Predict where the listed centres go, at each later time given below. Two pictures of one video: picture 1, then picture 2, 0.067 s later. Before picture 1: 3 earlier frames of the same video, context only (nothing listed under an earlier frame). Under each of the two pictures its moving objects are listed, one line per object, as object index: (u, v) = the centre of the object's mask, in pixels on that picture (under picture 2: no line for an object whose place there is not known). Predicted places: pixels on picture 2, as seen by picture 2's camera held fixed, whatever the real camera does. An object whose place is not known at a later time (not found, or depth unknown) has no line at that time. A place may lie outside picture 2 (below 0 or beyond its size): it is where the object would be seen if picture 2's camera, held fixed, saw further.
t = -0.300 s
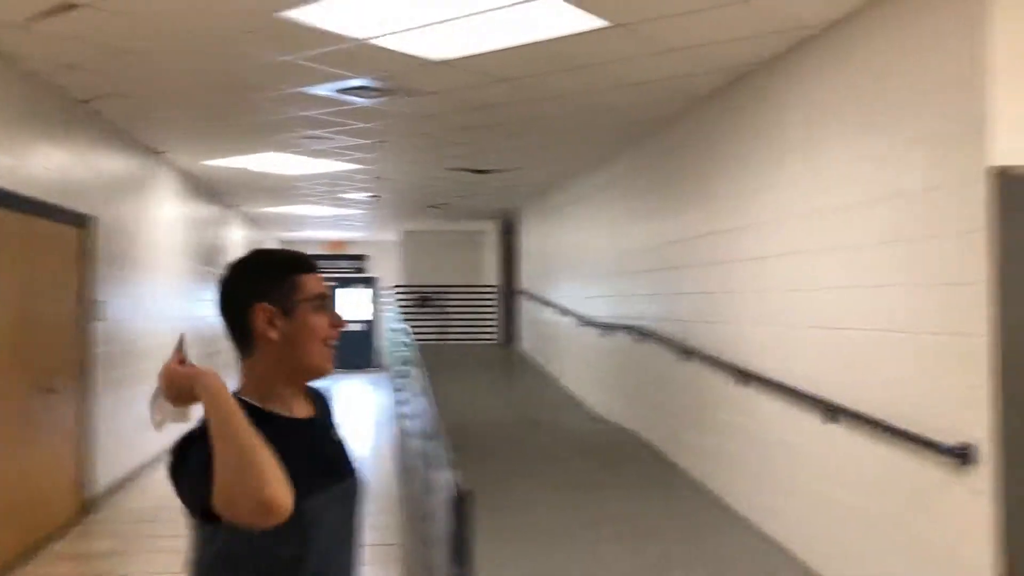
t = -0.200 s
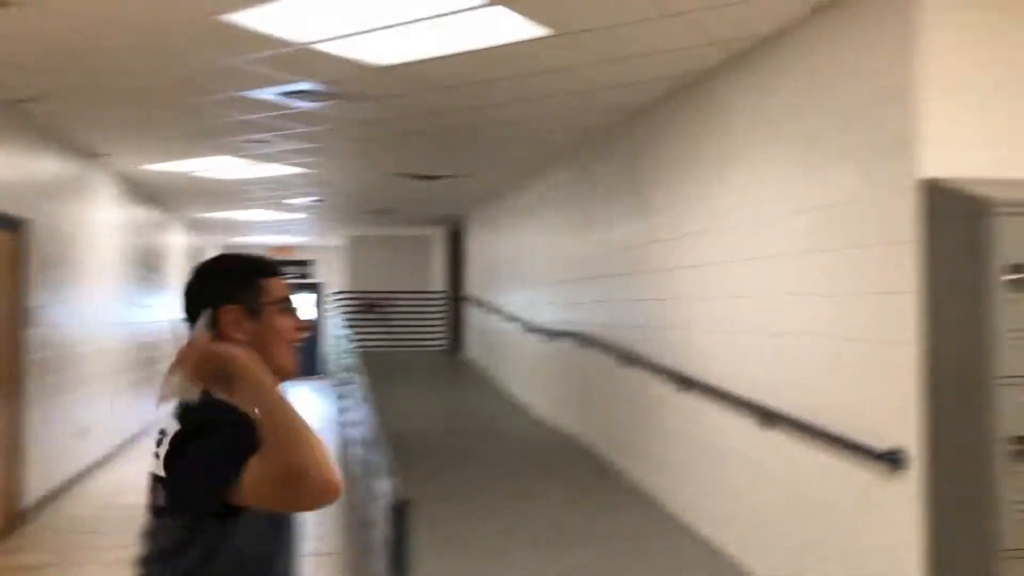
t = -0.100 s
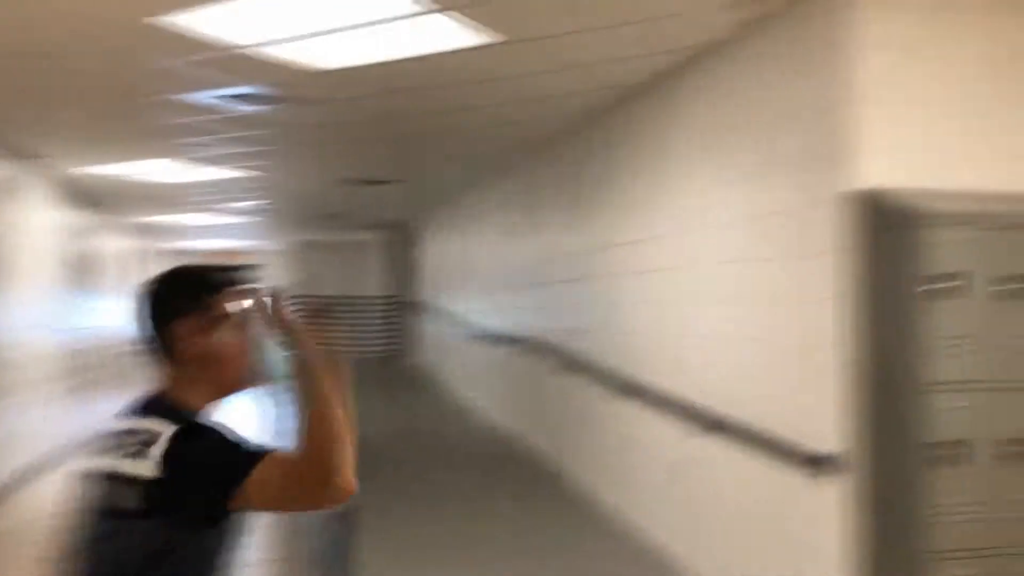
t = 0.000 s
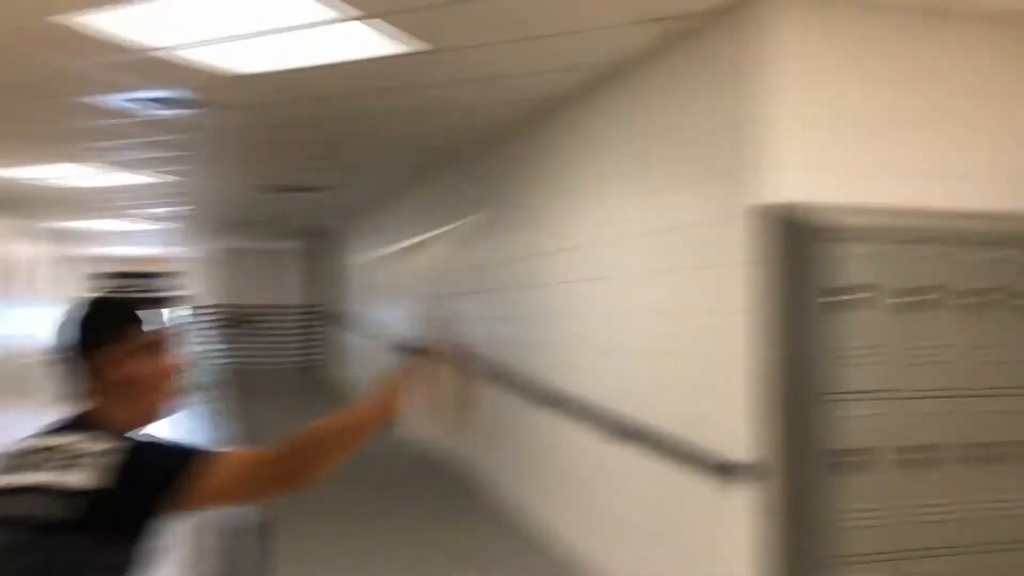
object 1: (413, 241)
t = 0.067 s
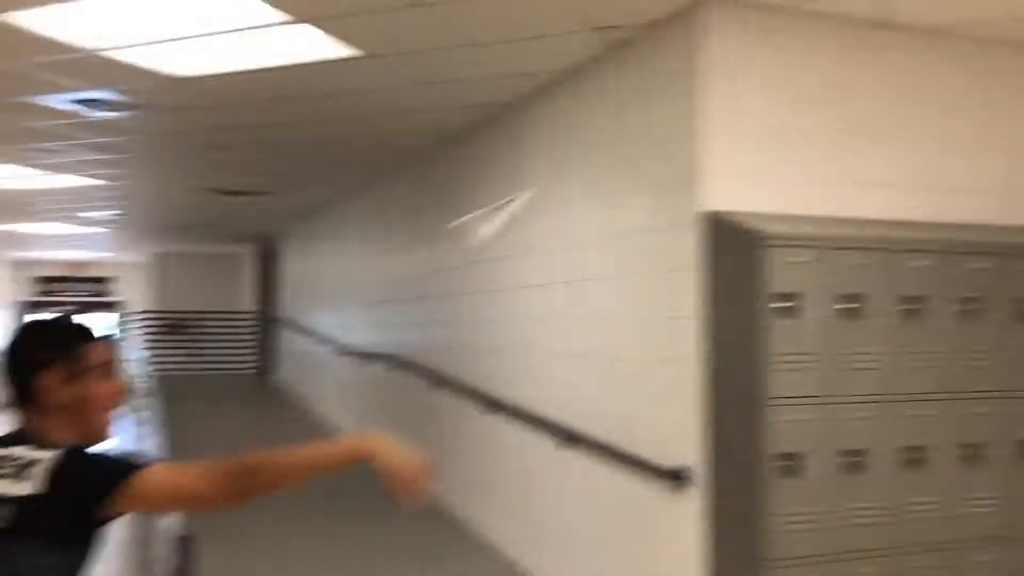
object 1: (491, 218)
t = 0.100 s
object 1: (535, 202)
